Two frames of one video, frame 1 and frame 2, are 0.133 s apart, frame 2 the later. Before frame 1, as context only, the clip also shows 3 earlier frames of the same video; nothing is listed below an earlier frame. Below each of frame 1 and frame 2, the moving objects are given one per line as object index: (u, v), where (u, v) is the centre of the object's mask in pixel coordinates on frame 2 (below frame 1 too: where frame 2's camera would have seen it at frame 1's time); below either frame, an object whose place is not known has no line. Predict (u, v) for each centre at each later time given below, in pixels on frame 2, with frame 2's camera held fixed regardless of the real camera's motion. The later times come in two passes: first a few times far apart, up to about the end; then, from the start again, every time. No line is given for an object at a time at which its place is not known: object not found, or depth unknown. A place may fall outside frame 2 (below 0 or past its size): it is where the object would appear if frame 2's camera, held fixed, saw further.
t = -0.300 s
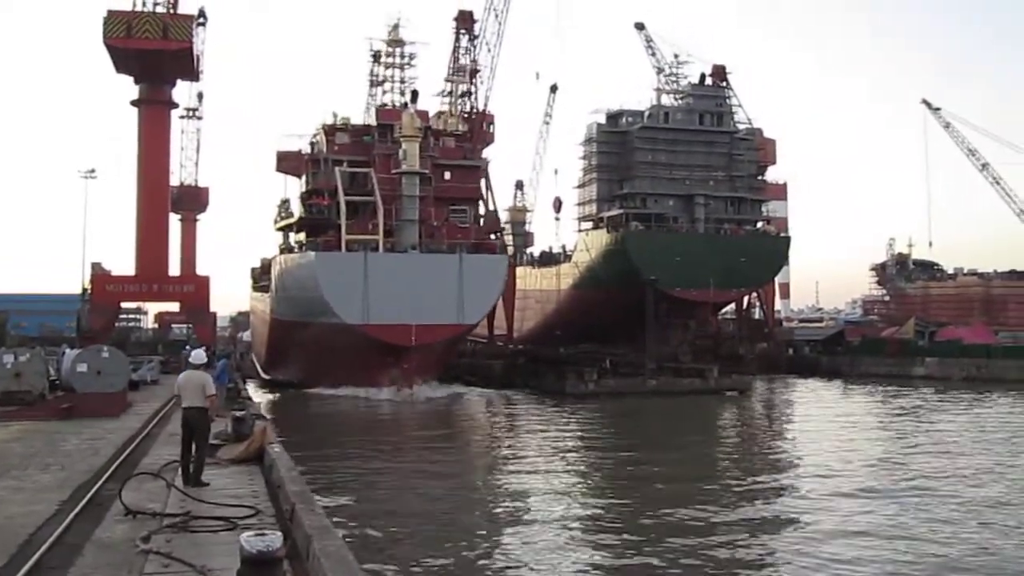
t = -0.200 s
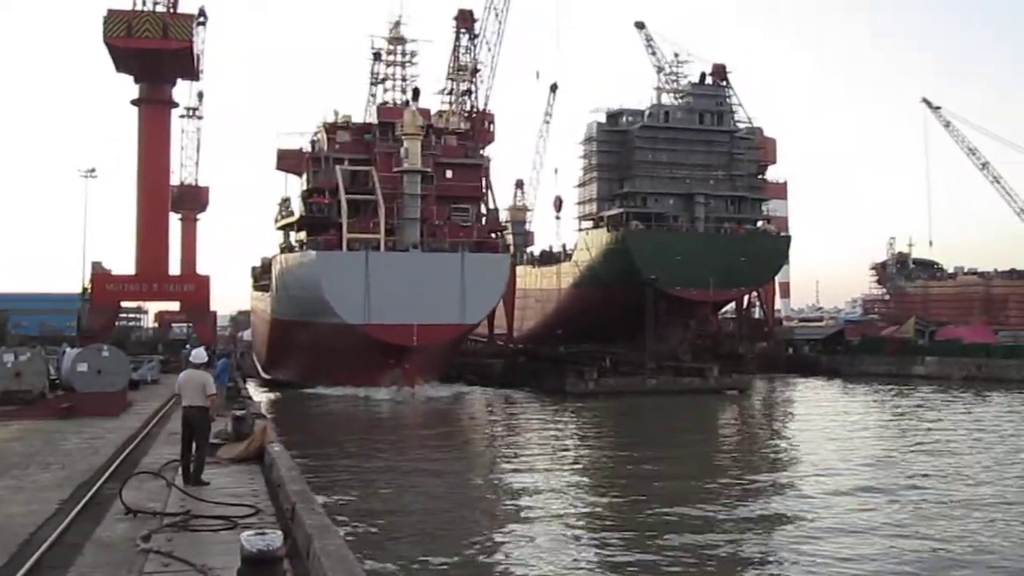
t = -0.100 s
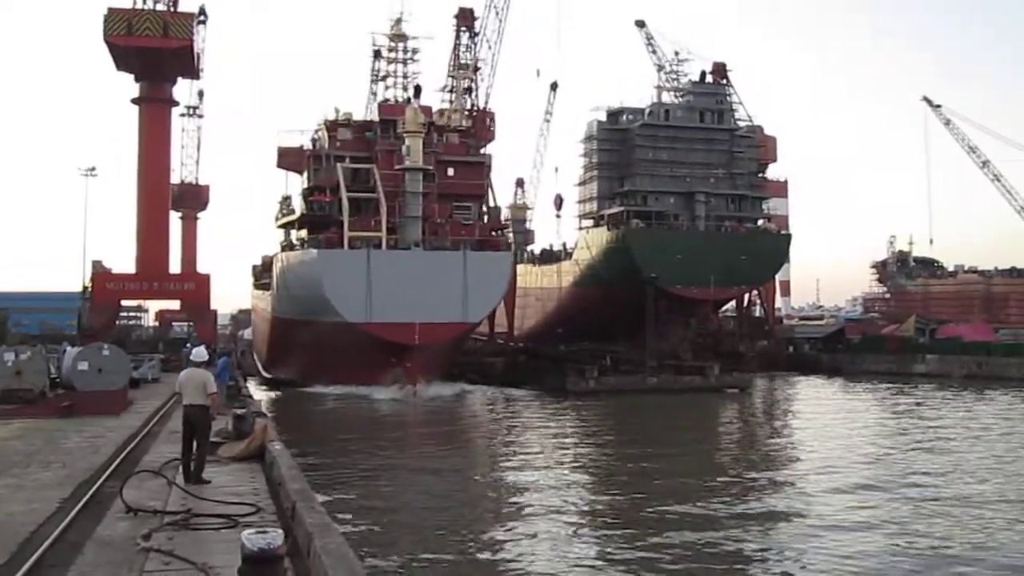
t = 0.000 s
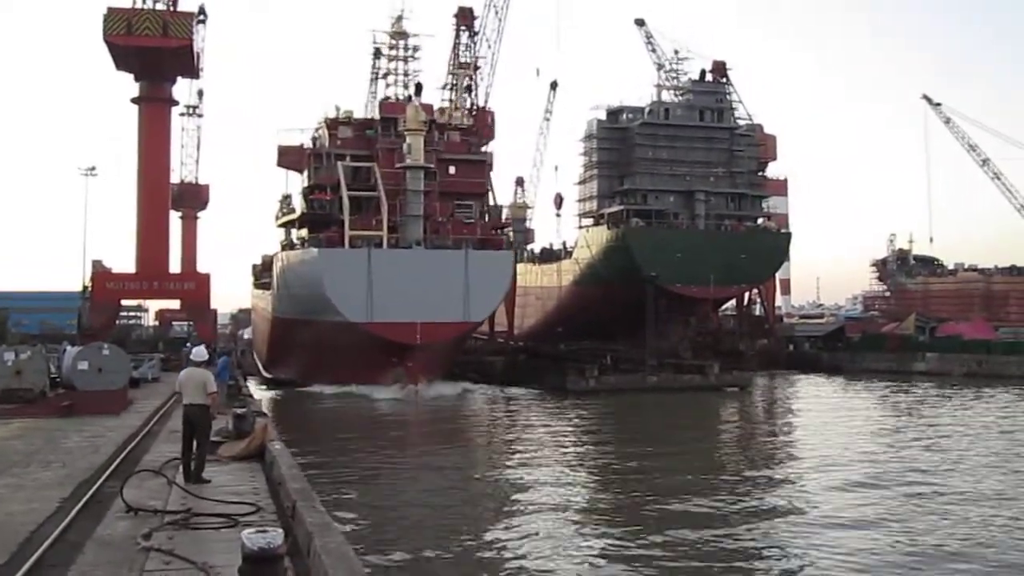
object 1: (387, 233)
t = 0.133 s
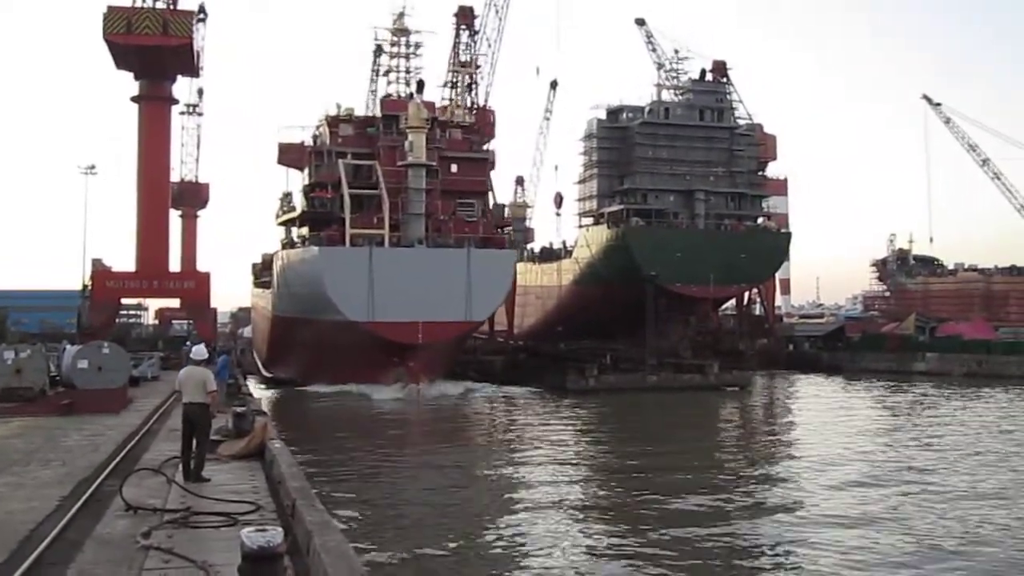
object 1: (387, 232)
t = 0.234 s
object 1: (388, 232)
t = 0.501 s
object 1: (391, 229)
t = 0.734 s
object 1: (394, 230)
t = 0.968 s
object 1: (396, 230)
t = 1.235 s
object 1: (399, 228)
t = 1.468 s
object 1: (402, 228)
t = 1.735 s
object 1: (405, 226)
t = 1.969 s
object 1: (408, 225)
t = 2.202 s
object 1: (412, 225)
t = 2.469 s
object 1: (415, 225)
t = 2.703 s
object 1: (419, 224)
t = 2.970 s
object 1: (423, 224)
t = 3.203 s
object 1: (427, 222)
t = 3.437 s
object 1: (433, 221)
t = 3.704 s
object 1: (437, 220)
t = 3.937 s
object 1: (443, 219)
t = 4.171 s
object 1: (447, 217)
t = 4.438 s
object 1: (456, 217)
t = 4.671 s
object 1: (463, 216)
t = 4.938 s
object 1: (470, 214)
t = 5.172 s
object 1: (478, 212)
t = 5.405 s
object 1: (486, 209)
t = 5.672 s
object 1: (499, 207)
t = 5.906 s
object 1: (507, 204)
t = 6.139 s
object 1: (518, 207)
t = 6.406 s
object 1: (535, 205)
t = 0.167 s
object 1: (387, 232)
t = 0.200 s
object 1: (387, 232)
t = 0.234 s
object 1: (388, 232)
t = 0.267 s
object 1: (388, 231)
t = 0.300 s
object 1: (388, 231)
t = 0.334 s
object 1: (389, 231)
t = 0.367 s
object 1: (389, 231)
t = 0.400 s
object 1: (390, 231)
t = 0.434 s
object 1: (390, 230)
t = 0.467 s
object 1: (391, 230)
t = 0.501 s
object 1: (391, 229)
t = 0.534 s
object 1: (392, 230)
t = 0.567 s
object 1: (392, 230)
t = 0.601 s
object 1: (392, 229)
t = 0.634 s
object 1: (392, 230)
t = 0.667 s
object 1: (393, 230)
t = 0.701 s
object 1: (393, 231)
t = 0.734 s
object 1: (394, 230)
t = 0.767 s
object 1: (394, 230)
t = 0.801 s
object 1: (395, 230)
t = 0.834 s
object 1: (395, 230)
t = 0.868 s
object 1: (395, 230)
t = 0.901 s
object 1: (395, 230)
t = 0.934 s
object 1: (396, 230)
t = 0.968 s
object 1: (396, 230)
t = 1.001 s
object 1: (396, 229)
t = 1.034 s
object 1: (397, 229)
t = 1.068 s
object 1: (397, 230)
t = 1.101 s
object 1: (397, 229)
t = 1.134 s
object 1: (398, 229)
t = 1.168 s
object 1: (398, 229)
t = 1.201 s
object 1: (399, 228)
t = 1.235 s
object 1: (399, 228)
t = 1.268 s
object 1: (400, 229)
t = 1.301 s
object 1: (400, 228)
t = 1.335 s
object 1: (401, 228)
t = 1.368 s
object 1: (401, 228)
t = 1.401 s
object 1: (401, 228)
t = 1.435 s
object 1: (402, 228)
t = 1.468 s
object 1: (402, 228)
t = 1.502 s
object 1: (402, 227)
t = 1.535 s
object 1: (403, 227)
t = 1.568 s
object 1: (403, 227)
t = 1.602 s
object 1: (403, 227)
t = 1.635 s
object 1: (404, 227)
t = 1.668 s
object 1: (404, 227)
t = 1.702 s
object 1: (404, 227)
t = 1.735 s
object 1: (405, 226)
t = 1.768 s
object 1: (405, 226)
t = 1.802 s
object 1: (406, 226)
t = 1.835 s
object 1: (406, 226)
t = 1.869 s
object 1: (407, 226)
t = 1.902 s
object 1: (407, 225)
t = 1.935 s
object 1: (407, 226)
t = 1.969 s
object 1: (408, 225)
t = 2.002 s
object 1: (408, 225)
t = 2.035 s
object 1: (409, 225)
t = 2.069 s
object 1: (409, 225)
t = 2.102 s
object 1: (410, 226)
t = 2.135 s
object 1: (411, 226)
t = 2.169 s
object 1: (411, 226)
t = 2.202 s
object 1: (412, 225)
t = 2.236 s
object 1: (412, 225)
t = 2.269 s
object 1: (413, 224)
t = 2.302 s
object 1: (413, 224)
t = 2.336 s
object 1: (414, 224)
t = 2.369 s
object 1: (414, 225)
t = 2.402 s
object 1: (415, 224)
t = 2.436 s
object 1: (415, 224)
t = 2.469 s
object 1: (415, 225)
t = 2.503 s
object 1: (415, 225)
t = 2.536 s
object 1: (416, 225)
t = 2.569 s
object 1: (416, 225)
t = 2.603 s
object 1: (417, 224)
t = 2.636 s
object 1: (418, 224)
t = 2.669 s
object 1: (419, 224)
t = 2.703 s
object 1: (419, 224)
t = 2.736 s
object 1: (420, 224)
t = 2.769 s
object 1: (420, 224)
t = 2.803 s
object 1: (421, 224)
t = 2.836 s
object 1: (421, 224)
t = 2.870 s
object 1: (422, 224)
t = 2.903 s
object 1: (423, 223)
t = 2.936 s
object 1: (423, 224)
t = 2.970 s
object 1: (423, 224)
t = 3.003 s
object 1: (424, 223)
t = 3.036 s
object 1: (425, 223)
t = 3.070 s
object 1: (426, 223)
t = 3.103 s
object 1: (426, 223)
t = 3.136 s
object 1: (426, 222)
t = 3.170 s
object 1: (427, 222)
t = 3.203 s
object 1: (427, 222)
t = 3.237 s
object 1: (428, 221)
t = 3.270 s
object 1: (429, 222)
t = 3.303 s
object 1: (429, 222)
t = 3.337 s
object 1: (430, 221)
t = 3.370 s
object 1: (431, 221)
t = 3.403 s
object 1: (432, 222)
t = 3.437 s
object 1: (433, 221)
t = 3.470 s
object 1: (433, 221)
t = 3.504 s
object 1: (434, 221)
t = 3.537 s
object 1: (434, 221)
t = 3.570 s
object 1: (435, 221)
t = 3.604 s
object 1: (436, 221)
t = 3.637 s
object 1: (437, 221)
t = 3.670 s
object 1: (437, 221)
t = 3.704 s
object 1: (437, 220)
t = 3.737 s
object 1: (438, 220)
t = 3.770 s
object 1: (439, 220)
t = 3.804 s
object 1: (440, 220)
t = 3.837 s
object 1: (440, 219)
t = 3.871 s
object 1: (441, 218)
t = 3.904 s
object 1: (441, 218)
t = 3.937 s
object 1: (443, 219)
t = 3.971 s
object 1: (444, 219)
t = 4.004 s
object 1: (444, 218)
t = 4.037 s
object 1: (444, 218)
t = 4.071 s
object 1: (445, 218)
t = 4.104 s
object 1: (446, 218)
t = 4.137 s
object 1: (447, 217)
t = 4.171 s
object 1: (447, 217)
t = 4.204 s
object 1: (448, 217)
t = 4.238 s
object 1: (449, 217)
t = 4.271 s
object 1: (450, 217)
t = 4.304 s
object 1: (451, 217)
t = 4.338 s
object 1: (453, 218)
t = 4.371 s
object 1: (454, 217)
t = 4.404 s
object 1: (455, 216)
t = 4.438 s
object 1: (456, 217)
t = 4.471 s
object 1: (456, 216)
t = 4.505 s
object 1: (458, 216)
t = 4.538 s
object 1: (459, 216)
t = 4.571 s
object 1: (459, 216)
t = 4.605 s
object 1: (460, 216)
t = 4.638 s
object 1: (461, 216)
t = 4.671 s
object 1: (463, 216)
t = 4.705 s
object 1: (464, 214)
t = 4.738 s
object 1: (465, 214)
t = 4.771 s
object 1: (466, 214)
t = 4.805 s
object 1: (466, 217)
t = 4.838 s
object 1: (467, 216)
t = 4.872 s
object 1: (468, 216)
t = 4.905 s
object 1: (469, 214)
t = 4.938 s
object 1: (470, 214)
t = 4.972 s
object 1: (471, 214)
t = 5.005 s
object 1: (472, 213)
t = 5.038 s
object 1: (473, 213)
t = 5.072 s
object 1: (475, 213)
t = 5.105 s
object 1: (476, 213)
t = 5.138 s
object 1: (477, 213)
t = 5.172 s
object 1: (478, 212)
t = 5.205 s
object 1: (480, 211)
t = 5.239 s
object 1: (481, 211)
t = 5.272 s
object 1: (481, 211)
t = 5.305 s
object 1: (483, 211)
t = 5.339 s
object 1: (484, 210)
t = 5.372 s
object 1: (486, 210)
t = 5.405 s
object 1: (486, 209)
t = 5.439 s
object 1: (488, 209)
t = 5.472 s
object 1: (489, 209)
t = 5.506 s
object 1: (490, 209)
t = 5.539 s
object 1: (491, 209)
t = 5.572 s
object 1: (493, 209)
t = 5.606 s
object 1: (498, 208)
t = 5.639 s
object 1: (498, 207)
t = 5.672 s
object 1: (499, 207)
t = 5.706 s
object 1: (500, 206)
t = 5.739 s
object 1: (501, 206)
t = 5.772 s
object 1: (503, 205)
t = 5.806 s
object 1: (504, 205)
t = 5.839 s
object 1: (504, 205)
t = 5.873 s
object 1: (506, 205)
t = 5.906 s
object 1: (507, 204)
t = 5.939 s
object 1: (509, 204)
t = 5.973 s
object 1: (510, 205)
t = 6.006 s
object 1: (513, 206)
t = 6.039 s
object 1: (513, 205)
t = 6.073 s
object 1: (514, 204)
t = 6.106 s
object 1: (516, 206)
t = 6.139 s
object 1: (518, 207)
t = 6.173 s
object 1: (521, 207)
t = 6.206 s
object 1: (528, 204)
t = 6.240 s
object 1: (529, 204)
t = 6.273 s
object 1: (531, 205)
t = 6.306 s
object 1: (532, 205)
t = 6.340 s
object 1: (533, 204)
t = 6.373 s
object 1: (534, 205)
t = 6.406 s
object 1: (535, 205)
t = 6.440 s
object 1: (537, 206)
